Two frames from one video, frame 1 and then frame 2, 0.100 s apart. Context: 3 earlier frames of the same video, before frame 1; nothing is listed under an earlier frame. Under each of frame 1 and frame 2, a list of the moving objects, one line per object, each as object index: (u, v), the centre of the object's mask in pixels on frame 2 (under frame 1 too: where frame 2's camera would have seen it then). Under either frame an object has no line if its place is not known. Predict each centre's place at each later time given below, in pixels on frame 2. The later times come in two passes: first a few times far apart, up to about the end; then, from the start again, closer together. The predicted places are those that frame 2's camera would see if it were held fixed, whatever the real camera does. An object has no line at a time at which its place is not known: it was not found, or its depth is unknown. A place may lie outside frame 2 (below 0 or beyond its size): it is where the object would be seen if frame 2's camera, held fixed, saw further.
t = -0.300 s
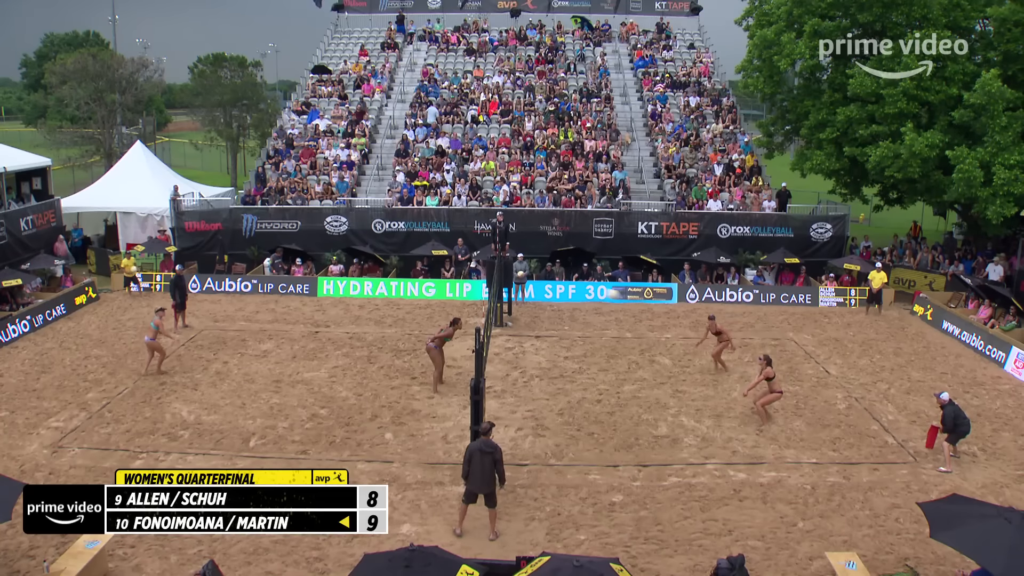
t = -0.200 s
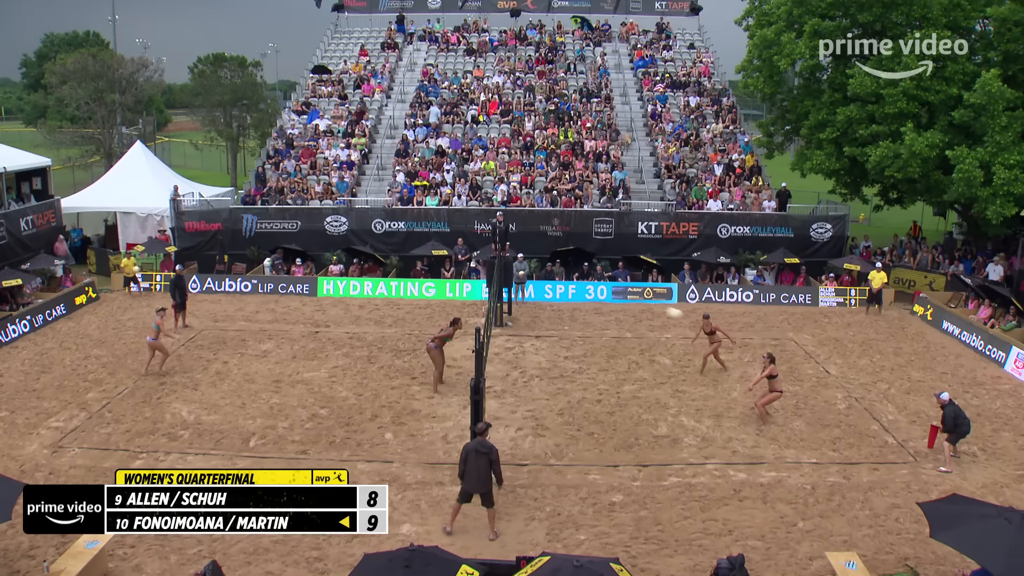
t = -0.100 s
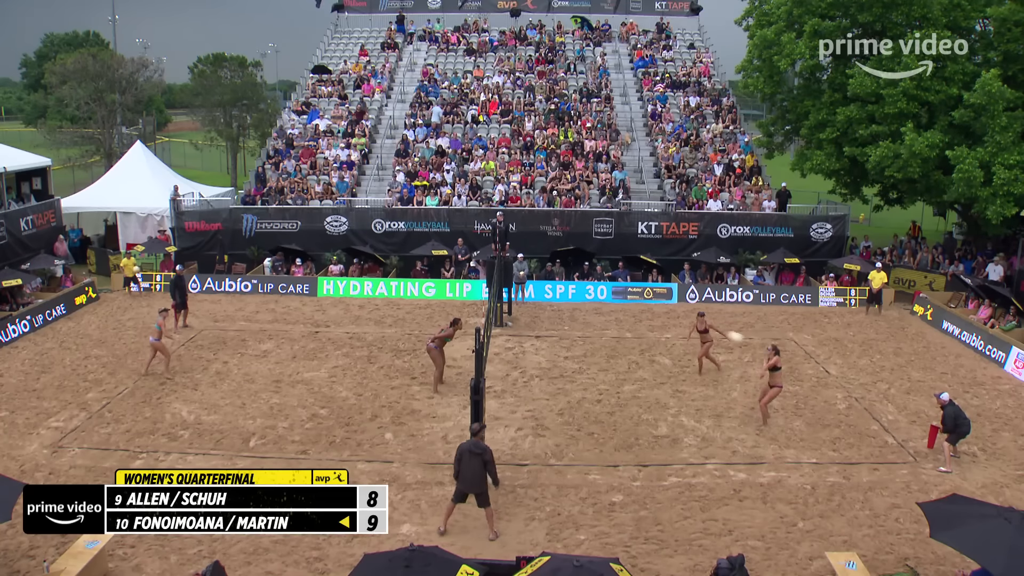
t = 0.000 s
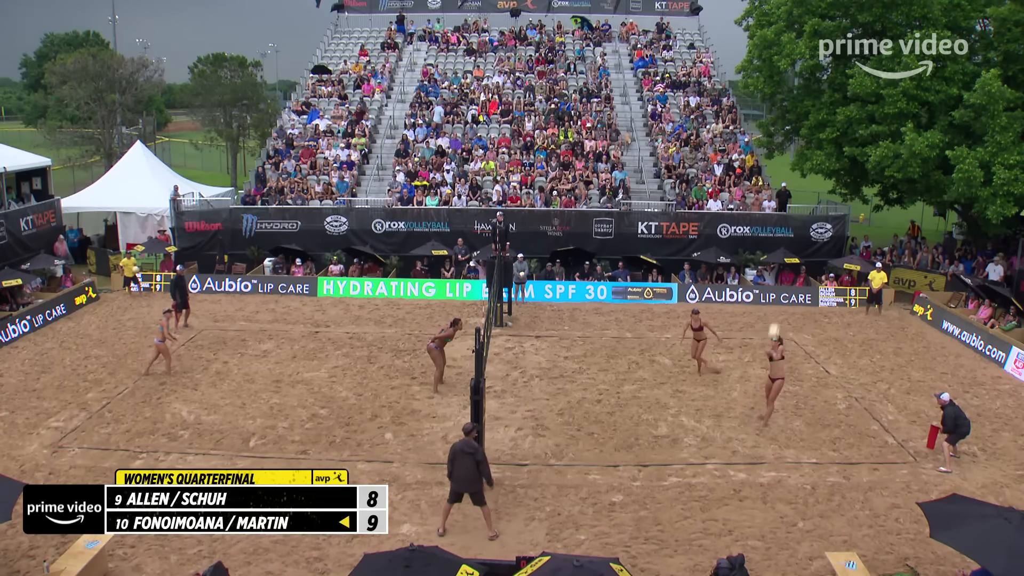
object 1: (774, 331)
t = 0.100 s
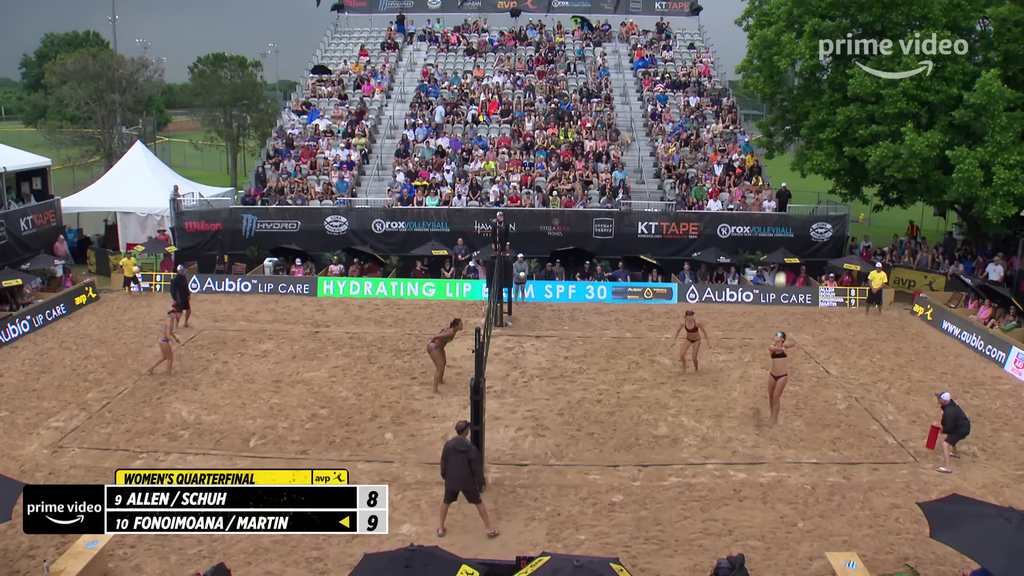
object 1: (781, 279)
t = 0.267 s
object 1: (789, 205)
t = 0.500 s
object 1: (798, 126)
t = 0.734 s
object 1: (804, 79)
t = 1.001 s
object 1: (807, 62)
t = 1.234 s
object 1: (806, 77)
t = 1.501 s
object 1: (802, 127)
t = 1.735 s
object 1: (794, 196)
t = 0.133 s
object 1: (782, 264)
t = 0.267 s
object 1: (789, 205)
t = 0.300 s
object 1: (791, 192)
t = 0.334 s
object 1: (792, 179)
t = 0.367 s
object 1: (794, 167)
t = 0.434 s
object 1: (796, 145)
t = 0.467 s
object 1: (797, 136)
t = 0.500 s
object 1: (798, 126)
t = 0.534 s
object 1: (799, 118)
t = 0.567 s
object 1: (800, 110)
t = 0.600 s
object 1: (801, 102)
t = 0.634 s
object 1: (802, 95)
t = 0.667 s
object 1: (802, 89)
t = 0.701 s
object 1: (803, 84)
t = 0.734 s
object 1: (804, 79)
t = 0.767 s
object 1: (804, 75)
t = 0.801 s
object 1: (805, 71)
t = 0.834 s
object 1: (805, 68)
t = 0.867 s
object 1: (806, 66)
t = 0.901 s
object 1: (806, 64)
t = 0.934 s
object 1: (806, 63)
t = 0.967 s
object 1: (806, 62)
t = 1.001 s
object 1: (807, 62)
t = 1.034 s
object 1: (807, 62)
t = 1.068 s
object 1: (807, 64)
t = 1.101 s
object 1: (807, 66)
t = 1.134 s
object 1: (807, 67)
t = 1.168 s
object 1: (807, 70)
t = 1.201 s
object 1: (806, 74)
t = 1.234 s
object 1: (806, 77)
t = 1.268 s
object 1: (806, 82)
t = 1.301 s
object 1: (805, 87)
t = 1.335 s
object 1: (805, 92)
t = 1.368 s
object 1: (805, 98)
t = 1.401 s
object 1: (804, 105)
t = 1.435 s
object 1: (803, 111)
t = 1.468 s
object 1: (803, 119)
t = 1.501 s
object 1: (802, 127)
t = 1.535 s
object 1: (801, 136)
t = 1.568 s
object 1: (800, 145)
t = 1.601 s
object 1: (799, 154)
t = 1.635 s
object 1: (798, 164)
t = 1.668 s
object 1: (797, 173)
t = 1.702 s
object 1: (796, 184)
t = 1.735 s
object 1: (794, 196)
